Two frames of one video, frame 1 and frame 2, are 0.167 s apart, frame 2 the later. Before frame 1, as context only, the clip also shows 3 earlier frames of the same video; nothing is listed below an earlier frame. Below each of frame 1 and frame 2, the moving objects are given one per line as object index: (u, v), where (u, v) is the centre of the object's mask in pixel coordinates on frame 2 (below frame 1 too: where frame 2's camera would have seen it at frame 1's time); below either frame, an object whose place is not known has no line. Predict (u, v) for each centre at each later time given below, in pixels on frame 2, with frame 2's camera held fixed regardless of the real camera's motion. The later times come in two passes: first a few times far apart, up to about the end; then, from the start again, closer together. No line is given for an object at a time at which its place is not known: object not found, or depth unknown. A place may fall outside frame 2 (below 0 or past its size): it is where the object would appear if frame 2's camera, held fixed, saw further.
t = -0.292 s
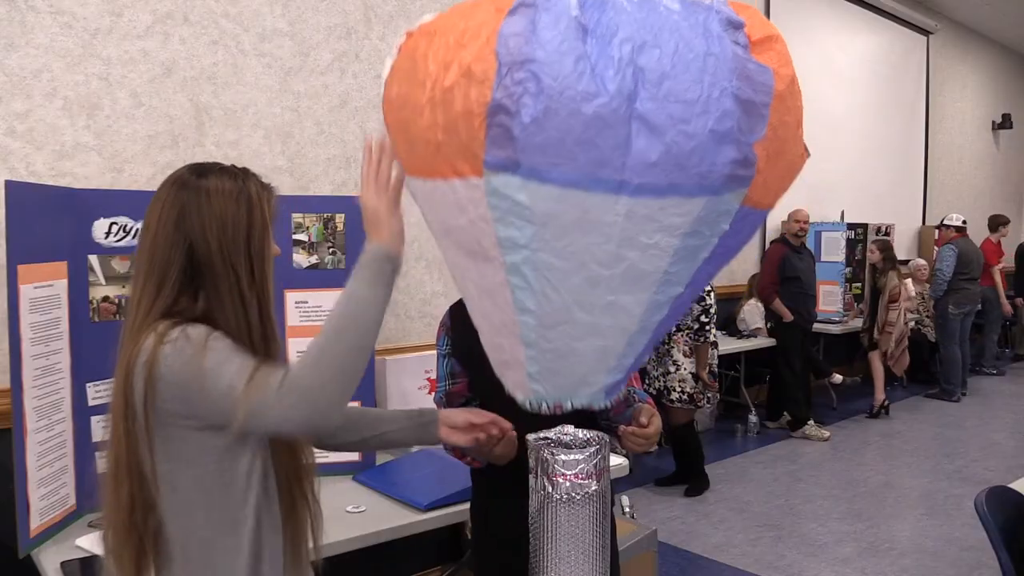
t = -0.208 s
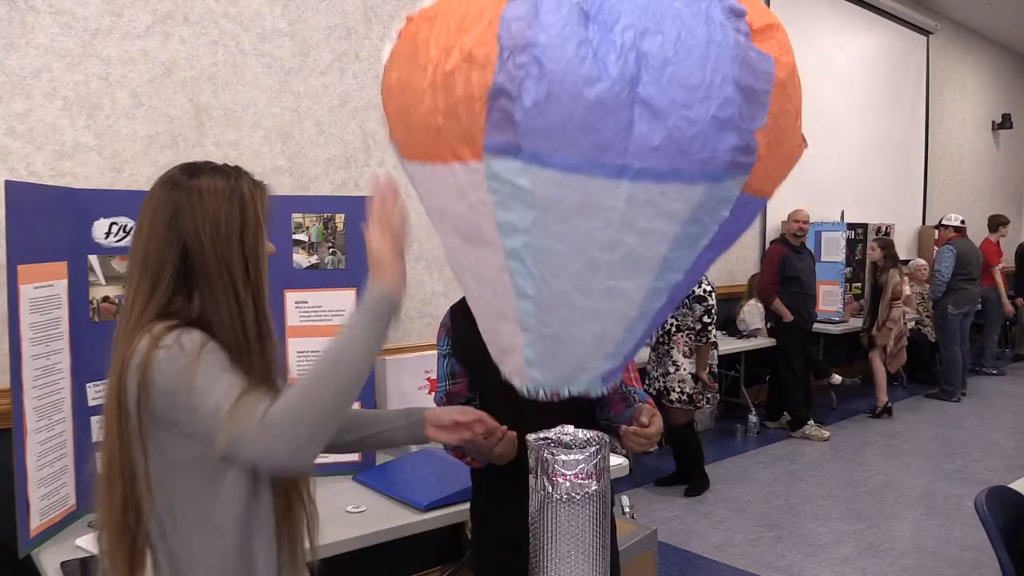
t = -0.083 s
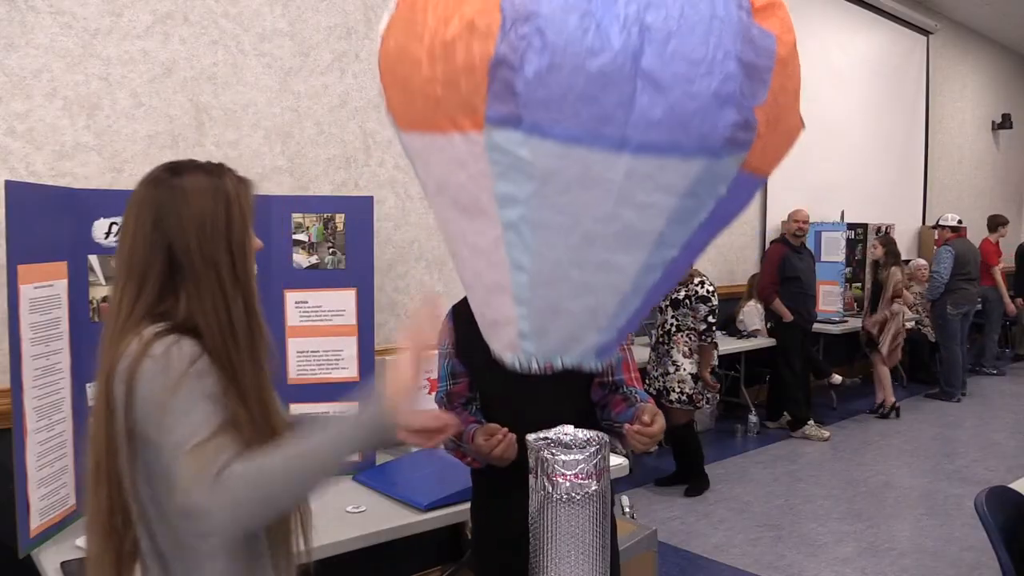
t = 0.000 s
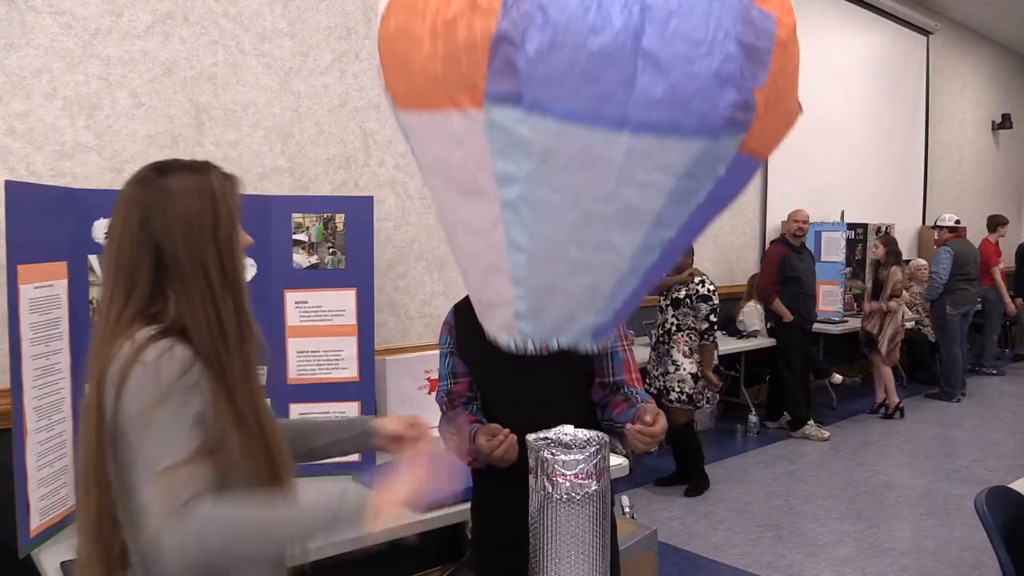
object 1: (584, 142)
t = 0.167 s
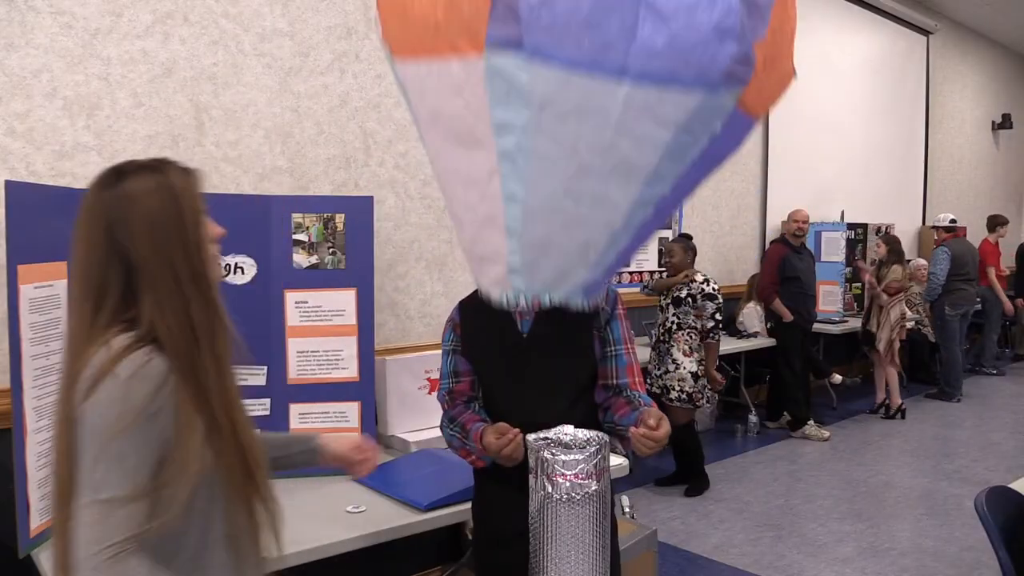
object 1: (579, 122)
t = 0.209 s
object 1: (578, 117)
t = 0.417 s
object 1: (567, 89)
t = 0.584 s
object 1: (551, 66)
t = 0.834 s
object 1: (531, -3)
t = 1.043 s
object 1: (525, -113)
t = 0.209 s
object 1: (578, 117)
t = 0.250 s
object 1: (577, 111)
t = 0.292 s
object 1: (575, 106)
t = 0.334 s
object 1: (573, 100)
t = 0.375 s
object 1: (571, 95)
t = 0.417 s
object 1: (567, 89)
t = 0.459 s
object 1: (563, 84)
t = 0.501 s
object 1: (559, 78)
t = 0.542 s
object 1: (555, 72)
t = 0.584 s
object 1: (551, 66)
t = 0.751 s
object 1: (534, 33)
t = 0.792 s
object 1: (532, 16)
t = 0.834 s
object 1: (531, -3)
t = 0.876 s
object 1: (529, -23)
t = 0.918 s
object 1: (527, -43)
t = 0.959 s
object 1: (527, -64)
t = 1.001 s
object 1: (525, -89)
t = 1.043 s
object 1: (525, -113)
